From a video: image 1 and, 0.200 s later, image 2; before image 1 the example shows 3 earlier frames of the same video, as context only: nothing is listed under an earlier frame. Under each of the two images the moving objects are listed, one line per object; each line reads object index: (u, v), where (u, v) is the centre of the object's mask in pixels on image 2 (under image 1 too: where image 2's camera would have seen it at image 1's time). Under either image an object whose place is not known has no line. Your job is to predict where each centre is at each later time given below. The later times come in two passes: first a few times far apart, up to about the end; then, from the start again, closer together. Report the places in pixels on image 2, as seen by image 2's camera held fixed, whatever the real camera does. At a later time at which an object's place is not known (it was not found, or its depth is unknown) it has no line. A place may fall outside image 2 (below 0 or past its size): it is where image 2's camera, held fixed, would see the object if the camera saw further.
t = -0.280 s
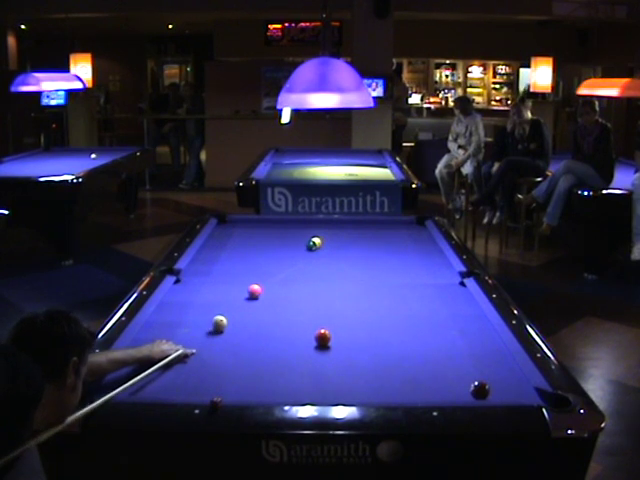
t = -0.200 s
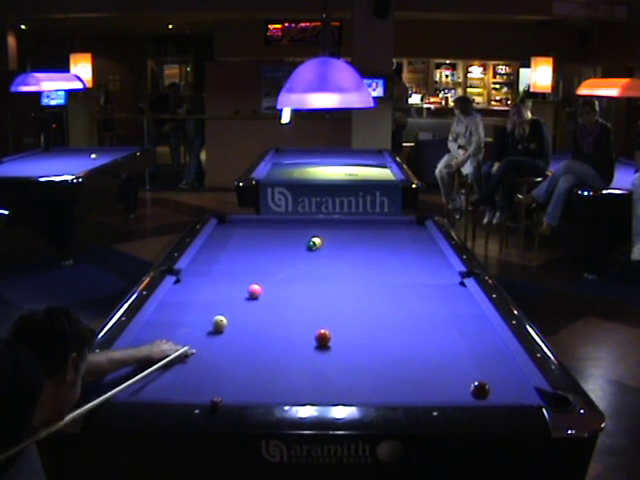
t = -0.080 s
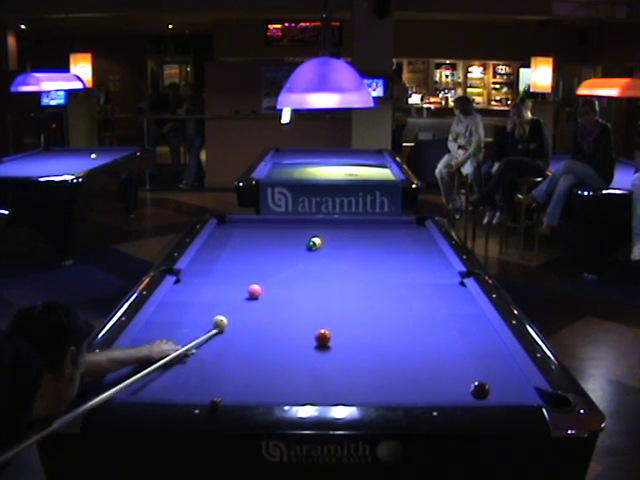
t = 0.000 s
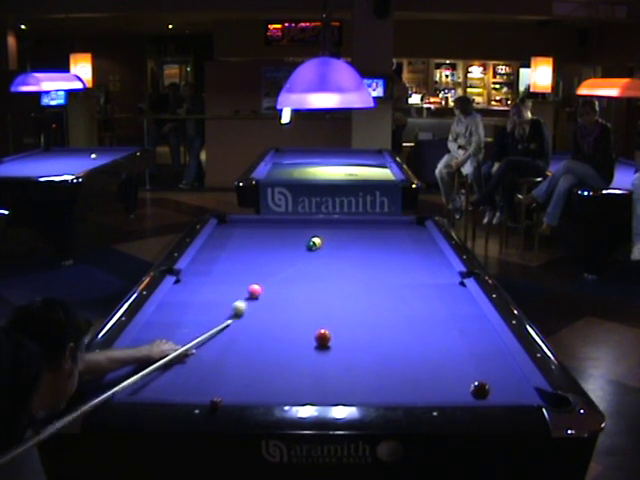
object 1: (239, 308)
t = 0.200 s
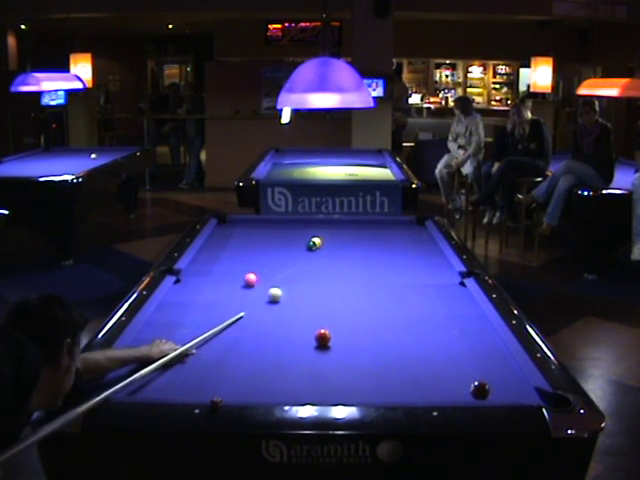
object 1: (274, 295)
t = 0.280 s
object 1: (285, 295)
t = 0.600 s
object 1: (326, 294)
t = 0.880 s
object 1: (360, 294)
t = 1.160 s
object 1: (393, 294)
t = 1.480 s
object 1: (427, 293)
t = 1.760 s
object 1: (454, 293)
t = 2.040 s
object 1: (455, 293)
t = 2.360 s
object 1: (440, 295)
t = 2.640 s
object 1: (428, 296)
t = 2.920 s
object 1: (418, 298)
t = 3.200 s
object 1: (410, 298)
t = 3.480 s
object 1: (404, 299)
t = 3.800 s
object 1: (393, 299)
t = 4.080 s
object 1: (394, 300)
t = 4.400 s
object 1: (392, 301)
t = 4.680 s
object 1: (392, 301)
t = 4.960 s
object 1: (392, 301)
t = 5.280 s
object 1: (392, 301)
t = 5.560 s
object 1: (392, 301)
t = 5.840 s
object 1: (392, 301)
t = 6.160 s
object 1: (392, 301)
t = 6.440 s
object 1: (392, 301)
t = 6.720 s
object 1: (392, 301)
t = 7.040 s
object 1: (392, 301)
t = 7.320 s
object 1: (392, 301)
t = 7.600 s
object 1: (392, 301)
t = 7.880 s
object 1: (392, 300)
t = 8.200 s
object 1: (392, 301)
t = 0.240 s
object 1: (280, 295)
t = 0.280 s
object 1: (285, 295)
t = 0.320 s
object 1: (290, 295)
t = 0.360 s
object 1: (296, 295)
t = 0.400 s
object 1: (301, 295)
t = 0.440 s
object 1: (306, 295)
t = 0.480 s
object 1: (311, 295)
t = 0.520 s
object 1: (316, 295)
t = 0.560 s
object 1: (321, 295)
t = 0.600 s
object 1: (326, 294)
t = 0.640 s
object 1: (331, 294)
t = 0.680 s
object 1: (336, 294)
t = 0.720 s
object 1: (341, 294)
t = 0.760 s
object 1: (346, 294)
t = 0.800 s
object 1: (351, 294)
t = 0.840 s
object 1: (356, 294)
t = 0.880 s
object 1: (360, 294)
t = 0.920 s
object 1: (365, 294)
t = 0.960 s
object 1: (370, 294)
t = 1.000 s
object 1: (374, 294)
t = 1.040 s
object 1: (379, 294)
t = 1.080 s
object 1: (384, 294)
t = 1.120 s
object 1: (388, 294)
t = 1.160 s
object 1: (393, 294)
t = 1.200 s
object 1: (397, 294)
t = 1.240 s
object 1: (401, 294)
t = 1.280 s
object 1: (406, 293)
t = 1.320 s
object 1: (410, 294)
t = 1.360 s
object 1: (414, 293)
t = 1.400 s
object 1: (418, 294)
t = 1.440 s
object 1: (422, 293)
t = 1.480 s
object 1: (427, 293)
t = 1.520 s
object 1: (431, 293)
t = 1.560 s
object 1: (435, 293)
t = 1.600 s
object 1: (439, 293)
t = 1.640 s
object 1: (443, 293)
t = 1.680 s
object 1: (446, 293)
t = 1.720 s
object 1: (450, 293)
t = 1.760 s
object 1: (454, 293)
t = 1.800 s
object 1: (458, 293)
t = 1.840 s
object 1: (461, 293)
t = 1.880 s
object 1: (463, 293)
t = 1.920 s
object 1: (461, 293)
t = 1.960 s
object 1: (459, 293)
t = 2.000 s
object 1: (457, 293)
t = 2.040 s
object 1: (455, 293)
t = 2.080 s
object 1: (454, 294)
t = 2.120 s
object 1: (451, 294)
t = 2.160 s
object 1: (449, 294)
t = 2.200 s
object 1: (447, 294)
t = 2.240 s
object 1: (446, 295)
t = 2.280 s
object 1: (444, 294)
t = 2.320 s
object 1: (442, 295)
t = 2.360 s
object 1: (440, 295)
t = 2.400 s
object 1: (439, 295)
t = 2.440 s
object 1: (437, 296)
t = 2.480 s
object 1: (436, 296)
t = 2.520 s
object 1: (433, 296)
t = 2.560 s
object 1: (431, 296)
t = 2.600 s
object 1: (430, 296)
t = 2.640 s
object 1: (428, 296)
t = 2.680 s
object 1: (427, 296)
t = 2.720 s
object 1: (425, 297)
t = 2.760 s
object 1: (423, 297)
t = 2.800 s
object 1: (422, 297)
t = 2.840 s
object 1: (420, 297)
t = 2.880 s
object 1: (420, 298)
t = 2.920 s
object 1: (418, 298)
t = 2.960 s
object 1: (417, 298)
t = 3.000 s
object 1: (415, 298)
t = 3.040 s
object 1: (414, 298)
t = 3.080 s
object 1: (413, 298)
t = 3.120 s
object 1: (412, 298)
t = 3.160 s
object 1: (411, 298)
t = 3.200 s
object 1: (410, 298)
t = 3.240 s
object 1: (409, 299)
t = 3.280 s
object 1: (408, 299)
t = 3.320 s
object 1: (406, 298)
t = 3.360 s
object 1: (405, 299)
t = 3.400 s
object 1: (405, 299)
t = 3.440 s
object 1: (404, 299)
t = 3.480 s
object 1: (404, 299)
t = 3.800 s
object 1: (393, 299)
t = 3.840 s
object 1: (397, 300)
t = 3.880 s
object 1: (396, 300)
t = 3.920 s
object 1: (396, 300)
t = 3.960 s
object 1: (395, 300)
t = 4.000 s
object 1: (395, 300)
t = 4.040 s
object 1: (394, 300)
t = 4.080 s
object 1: (394, 300)
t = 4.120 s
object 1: (394, 301)
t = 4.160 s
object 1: (393, 301)
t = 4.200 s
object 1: (393, 301)
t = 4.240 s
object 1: (393, 301)
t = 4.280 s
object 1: (393, 301)
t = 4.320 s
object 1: (392, 301)
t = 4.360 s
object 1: (392, 301)
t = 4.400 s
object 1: (392, 301)
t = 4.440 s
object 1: (392, 301)
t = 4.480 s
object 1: (392, 301)
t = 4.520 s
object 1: (392, 300)
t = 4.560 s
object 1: (392, 301)
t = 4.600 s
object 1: (392, 301)
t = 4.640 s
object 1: (392, 301)
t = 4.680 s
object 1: (392, 301)
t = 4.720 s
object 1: (392, 301)
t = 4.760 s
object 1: (392, 301)
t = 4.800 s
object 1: (392, 301)
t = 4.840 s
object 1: (392, 301)
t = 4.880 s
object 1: (392, 301)
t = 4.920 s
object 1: (392, 301)
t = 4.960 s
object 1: (392, 301)
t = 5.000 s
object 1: (392, 301)
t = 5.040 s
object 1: (392, 301)
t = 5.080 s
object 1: (392, 301)
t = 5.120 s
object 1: (392, 301)
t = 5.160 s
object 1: (392, 301)
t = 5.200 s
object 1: (392, 301)
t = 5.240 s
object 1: (392, 301)
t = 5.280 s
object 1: (392, 301)
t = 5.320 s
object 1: (392, 301)
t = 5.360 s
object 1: (392, 301)
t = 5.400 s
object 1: (392, 301)
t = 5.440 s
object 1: (392, 301)
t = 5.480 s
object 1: (392, 301)
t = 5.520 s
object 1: (392, 301)
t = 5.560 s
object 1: (392, 301)
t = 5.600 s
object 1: (392, 301)
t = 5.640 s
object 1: (392, 301)
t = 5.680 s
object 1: (392, 301)
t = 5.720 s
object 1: (392, 301)
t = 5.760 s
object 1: (392, 301)
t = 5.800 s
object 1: (392, 301)
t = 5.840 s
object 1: (392, 301)
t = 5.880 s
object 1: (392, 301)
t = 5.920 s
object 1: (392, 301)
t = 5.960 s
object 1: (392, 301)
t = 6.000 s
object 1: (392, 301)
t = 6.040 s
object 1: (392, 301)
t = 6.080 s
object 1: (392, 301)
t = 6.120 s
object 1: (392, 301)
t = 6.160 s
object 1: (392, 301)
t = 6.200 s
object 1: (392, 301)
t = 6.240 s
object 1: (392, 301)
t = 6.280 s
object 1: (392, 301)
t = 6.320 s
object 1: (392, 301)
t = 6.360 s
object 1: (392, 301)
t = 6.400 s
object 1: (392, 301)
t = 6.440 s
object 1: (392, 301)
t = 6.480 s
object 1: (392, 301)
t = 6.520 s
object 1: (392, 301)
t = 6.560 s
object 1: (392, 301)
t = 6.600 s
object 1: (392, 301)
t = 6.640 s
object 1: (392, 301)
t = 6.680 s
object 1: (392, 301)
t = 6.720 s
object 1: (392, 301)
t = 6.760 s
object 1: (392, 301)
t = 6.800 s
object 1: (392, 301)
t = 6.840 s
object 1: (392, 301)
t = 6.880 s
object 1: (392, 301)
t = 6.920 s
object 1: (392, 301)
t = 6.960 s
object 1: (392, 301)
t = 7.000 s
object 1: (392, 301)
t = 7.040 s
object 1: (392, 301)
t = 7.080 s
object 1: (392, 301)
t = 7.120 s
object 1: (392, 301)
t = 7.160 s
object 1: (392, 301)
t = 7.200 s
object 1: (392, 301)
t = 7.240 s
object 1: (392, 301)
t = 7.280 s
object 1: (392, 301)
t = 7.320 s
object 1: (392, 301)
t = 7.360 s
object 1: (392, 301)
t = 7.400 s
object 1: (392, 301)
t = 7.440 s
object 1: (392, 301)
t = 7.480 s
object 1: (392, 301)
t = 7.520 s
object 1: (392, 301)
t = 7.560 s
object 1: (392, 301)
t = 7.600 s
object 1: (392, 301)
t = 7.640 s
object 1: (392, 301)
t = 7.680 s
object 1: (392, 301)
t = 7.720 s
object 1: (392, 301)
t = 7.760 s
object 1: (392, 300)
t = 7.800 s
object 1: (392, 300)
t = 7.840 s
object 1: (392, 300)
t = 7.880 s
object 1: (392, 300)
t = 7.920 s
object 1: (392, 300)
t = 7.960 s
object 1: (392, 300)
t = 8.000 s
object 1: (392, 300)
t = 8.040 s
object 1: (392, 300)
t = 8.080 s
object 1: (392, 300)
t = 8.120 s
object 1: (392, 300)
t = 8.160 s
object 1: (392, 301)
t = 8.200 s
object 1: (392, 301)
